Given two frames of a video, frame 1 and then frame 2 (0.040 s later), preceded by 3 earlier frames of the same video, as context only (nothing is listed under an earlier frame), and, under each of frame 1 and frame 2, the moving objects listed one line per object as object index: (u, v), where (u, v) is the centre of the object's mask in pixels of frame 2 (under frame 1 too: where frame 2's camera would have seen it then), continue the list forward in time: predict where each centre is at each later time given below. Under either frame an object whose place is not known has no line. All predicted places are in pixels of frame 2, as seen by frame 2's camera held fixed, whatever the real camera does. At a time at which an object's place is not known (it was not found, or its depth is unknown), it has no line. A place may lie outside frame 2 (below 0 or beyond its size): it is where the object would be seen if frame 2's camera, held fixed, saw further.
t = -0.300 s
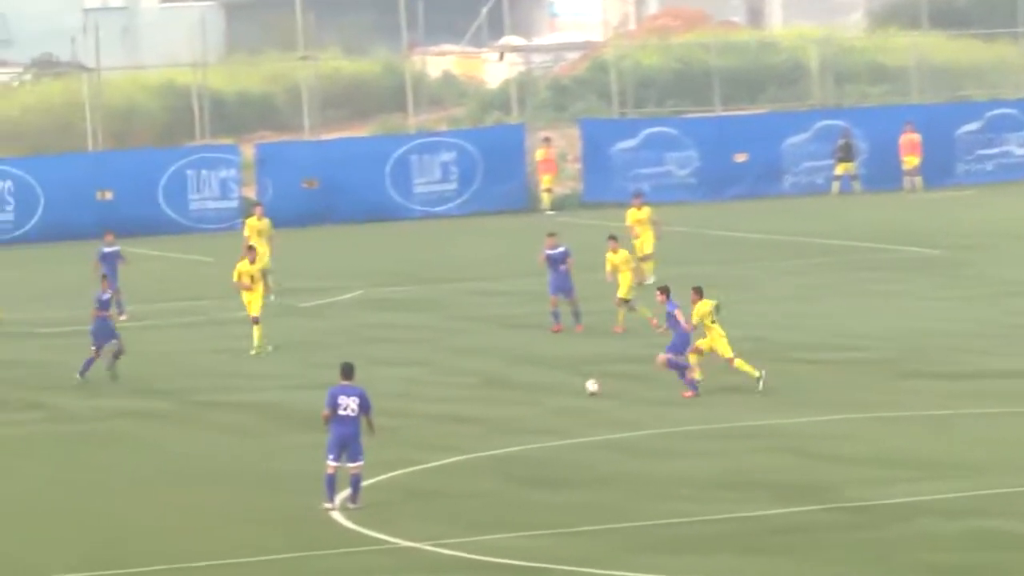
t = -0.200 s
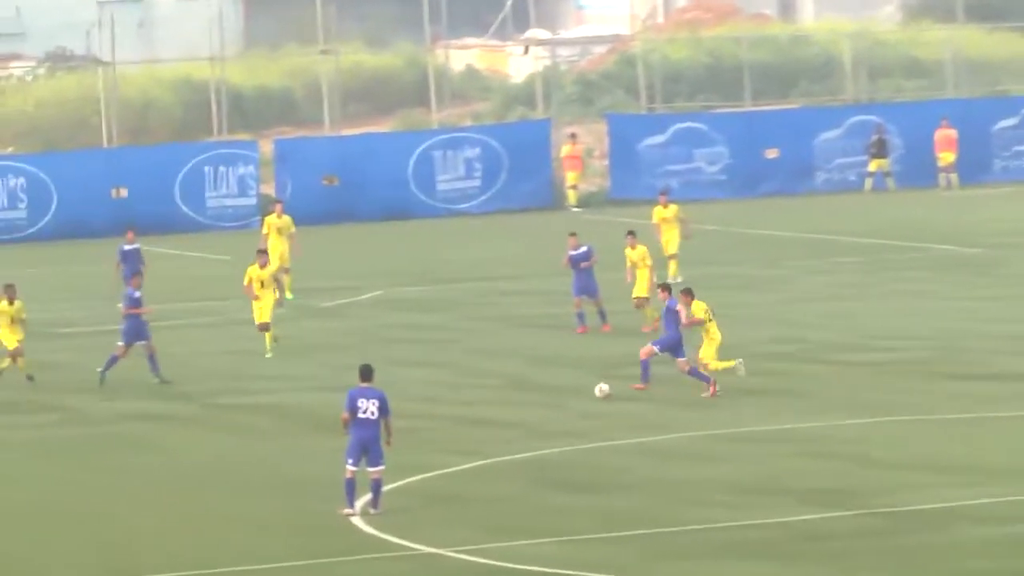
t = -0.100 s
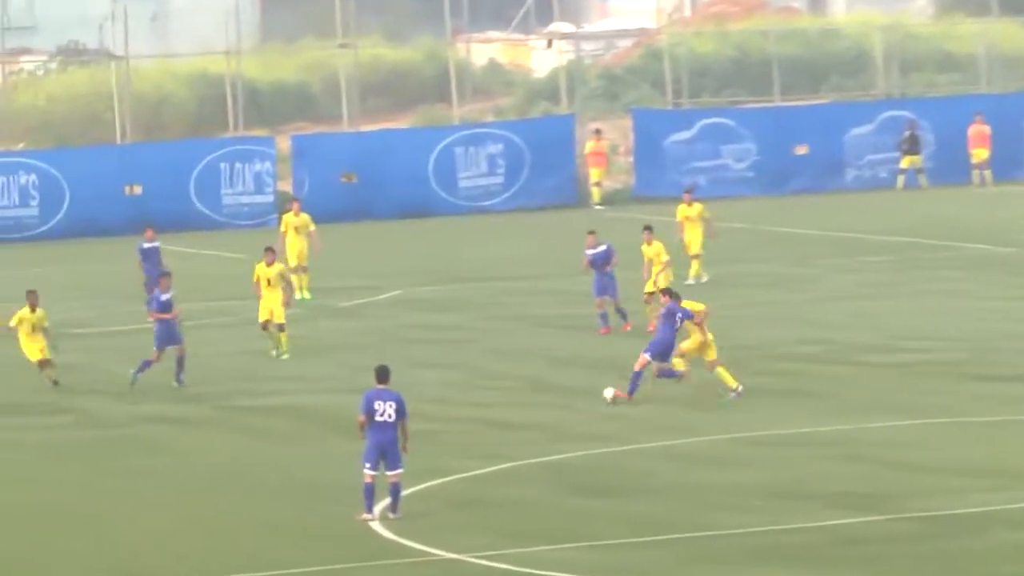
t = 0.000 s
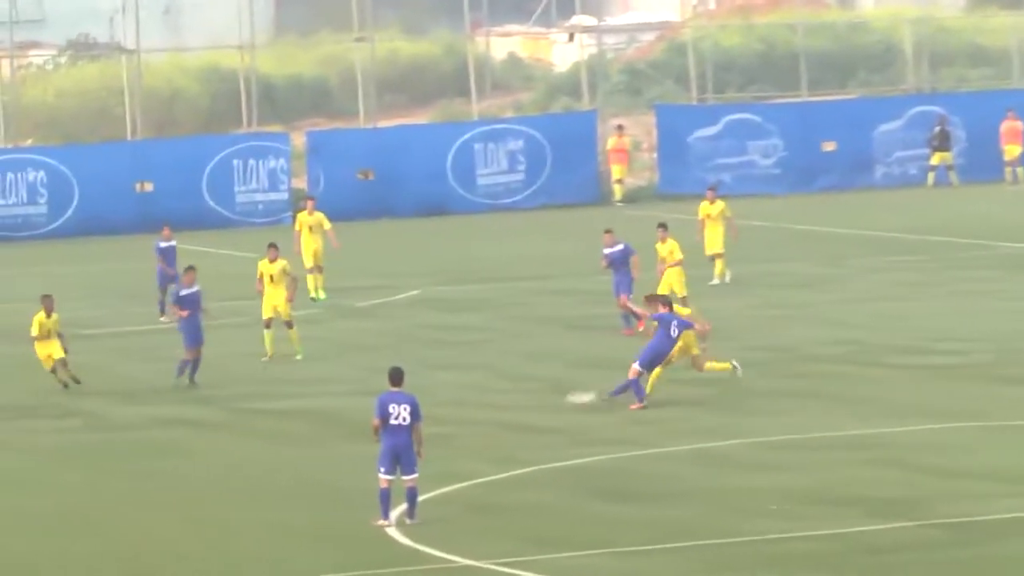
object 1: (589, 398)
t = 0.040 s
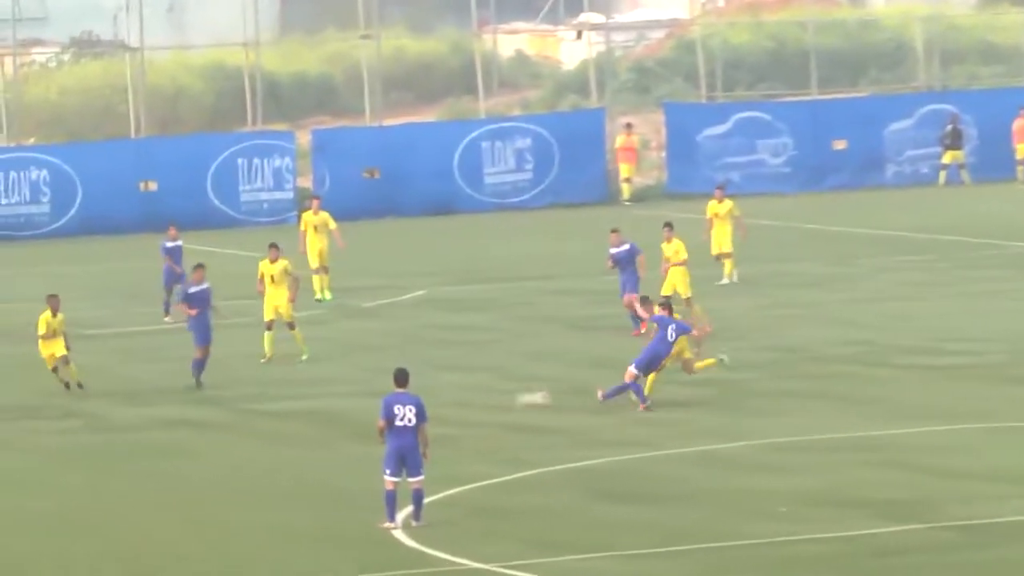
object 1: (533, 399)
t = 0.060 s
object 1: (504, 398)
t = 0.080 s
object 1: (476, 398)
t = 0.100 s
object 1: (448, 399)
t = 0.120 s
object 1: (426, 400)
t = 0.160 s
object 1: (365, 403)
